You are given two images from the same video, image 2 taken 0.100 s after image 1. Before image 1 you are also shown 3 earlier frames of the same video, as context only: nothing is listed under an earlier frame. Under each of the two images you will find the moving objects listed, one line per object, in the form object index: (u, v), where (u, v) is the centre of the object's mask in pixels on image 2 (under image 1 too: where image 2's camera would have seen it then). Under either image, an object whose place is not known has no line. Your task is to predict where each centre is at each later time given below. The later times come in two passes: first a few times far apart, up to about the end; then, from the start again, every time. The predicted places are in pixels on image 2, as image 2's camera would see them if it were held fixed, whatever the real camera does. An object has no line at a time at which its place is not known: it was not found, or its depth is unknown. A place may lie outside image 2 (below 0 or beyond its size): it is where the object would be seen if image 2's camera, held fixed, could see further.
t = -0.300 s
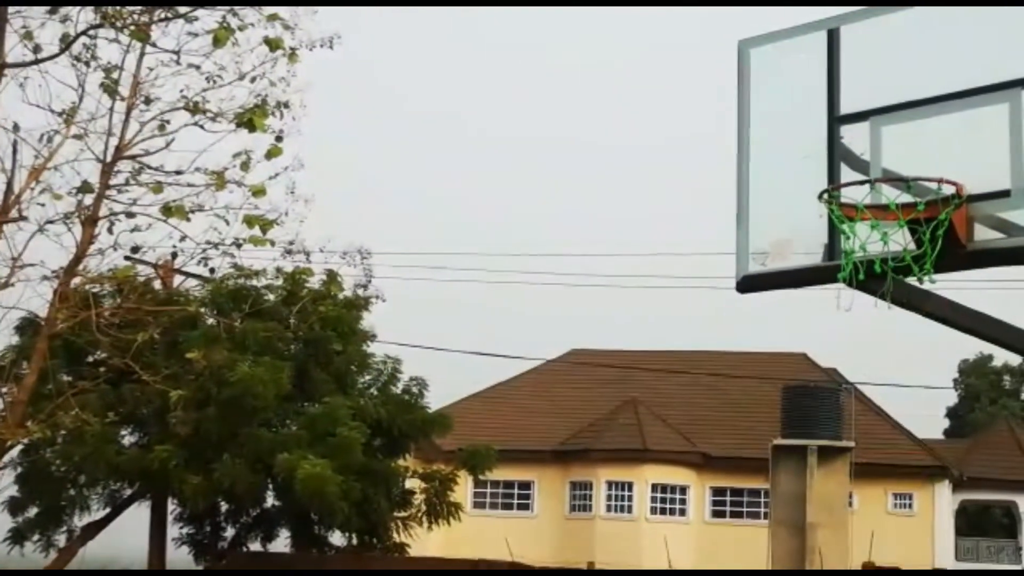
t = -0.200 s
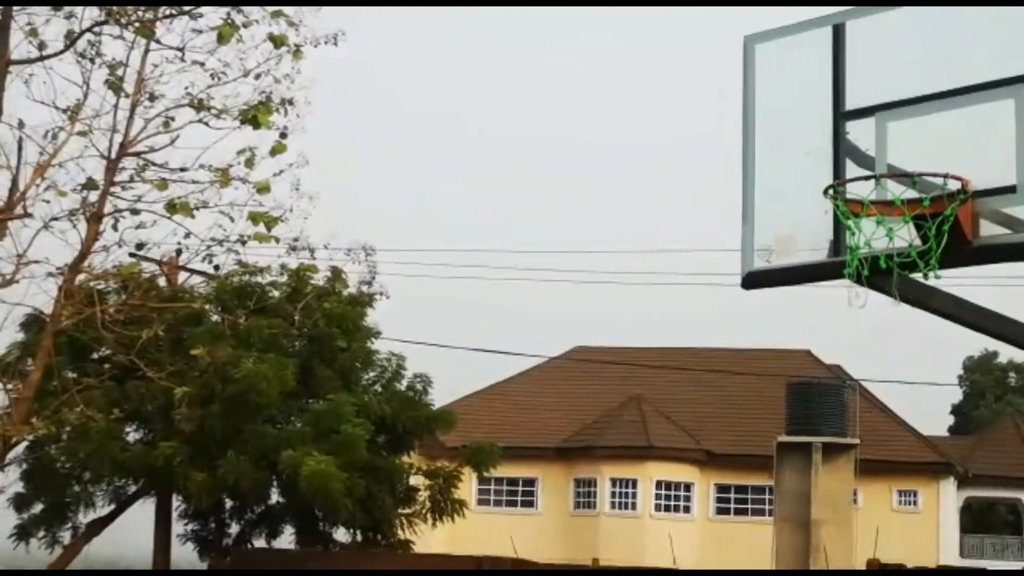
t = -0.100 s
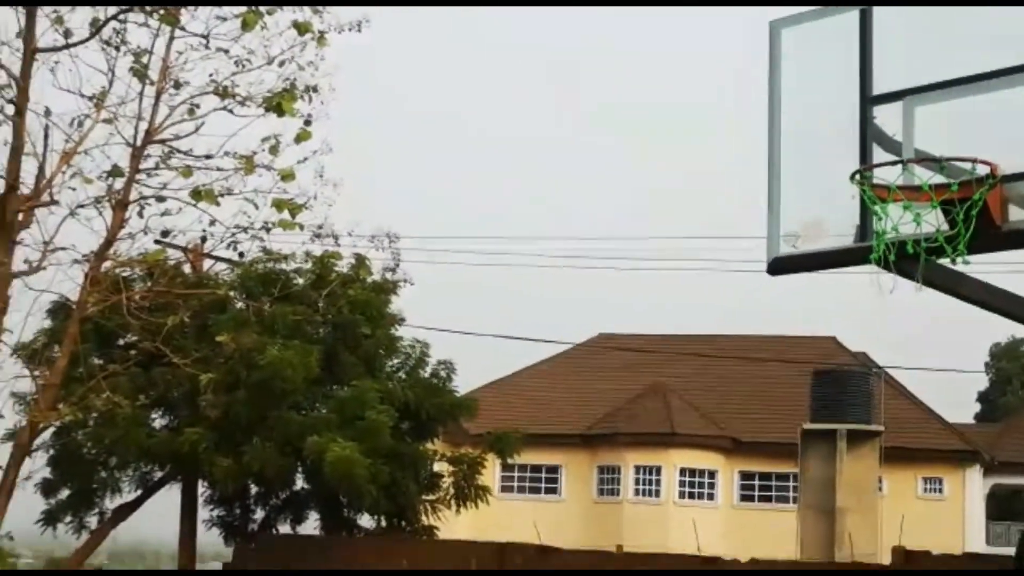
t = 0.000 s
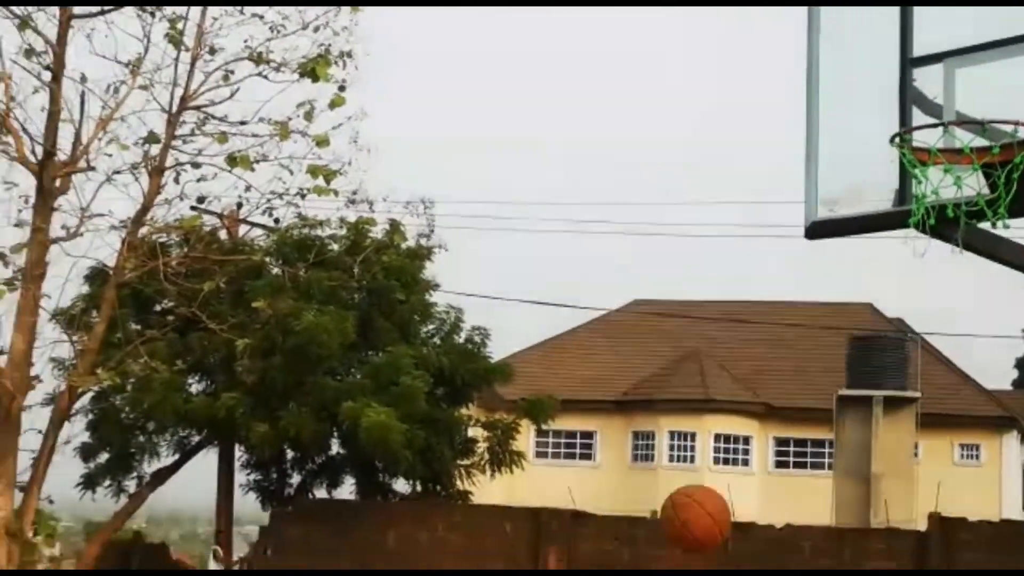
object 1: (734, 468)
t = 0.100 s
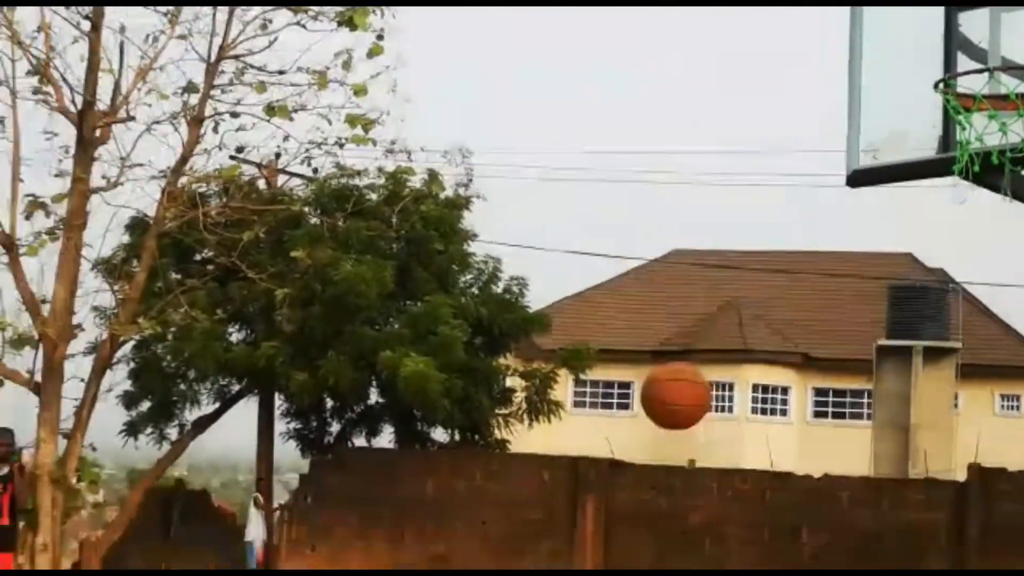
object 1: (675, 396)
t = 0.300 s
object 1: (562, 338)
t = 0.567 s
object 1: (397, 424)
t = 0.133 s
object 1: (657, 379)
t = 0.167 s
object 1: (637, 364)
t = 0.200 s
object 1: (620, 352)
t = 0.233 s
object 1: (598, 344)
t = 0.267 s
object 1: (580, 339)
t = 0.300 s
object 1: (562, 338)
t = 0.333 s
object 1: (540, 337)
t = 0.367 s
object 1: (519, 339)
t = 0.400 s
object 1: (499, 347)
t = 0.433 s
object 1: (479, 356)
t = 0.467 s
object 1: (459, 369)
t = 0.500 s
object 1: (439, 383)
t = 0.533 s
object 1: (417, 402)
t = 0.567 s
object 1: (397, 424)
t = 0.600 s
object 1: (376, 446)
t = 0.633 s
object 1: (354, 474)
